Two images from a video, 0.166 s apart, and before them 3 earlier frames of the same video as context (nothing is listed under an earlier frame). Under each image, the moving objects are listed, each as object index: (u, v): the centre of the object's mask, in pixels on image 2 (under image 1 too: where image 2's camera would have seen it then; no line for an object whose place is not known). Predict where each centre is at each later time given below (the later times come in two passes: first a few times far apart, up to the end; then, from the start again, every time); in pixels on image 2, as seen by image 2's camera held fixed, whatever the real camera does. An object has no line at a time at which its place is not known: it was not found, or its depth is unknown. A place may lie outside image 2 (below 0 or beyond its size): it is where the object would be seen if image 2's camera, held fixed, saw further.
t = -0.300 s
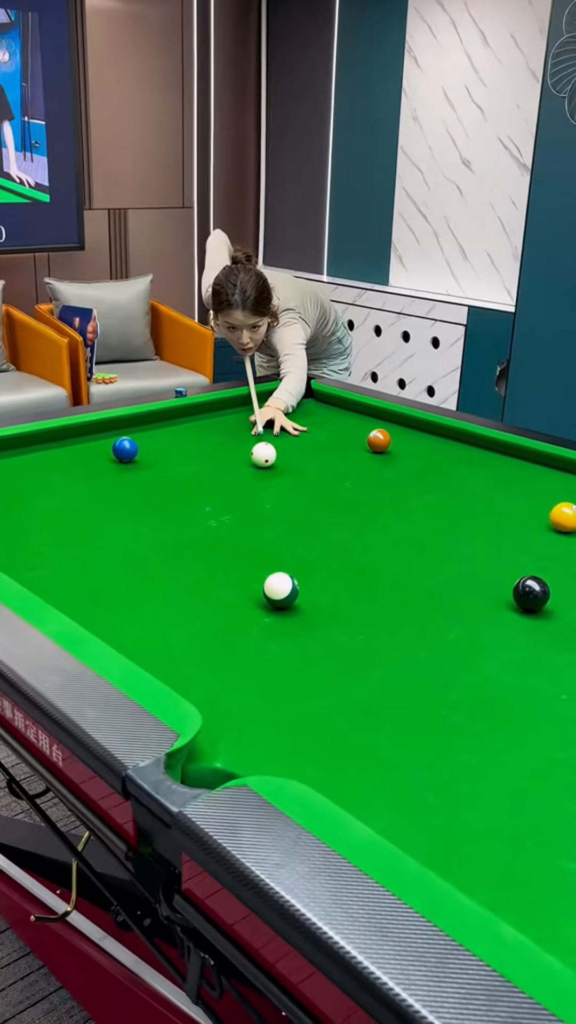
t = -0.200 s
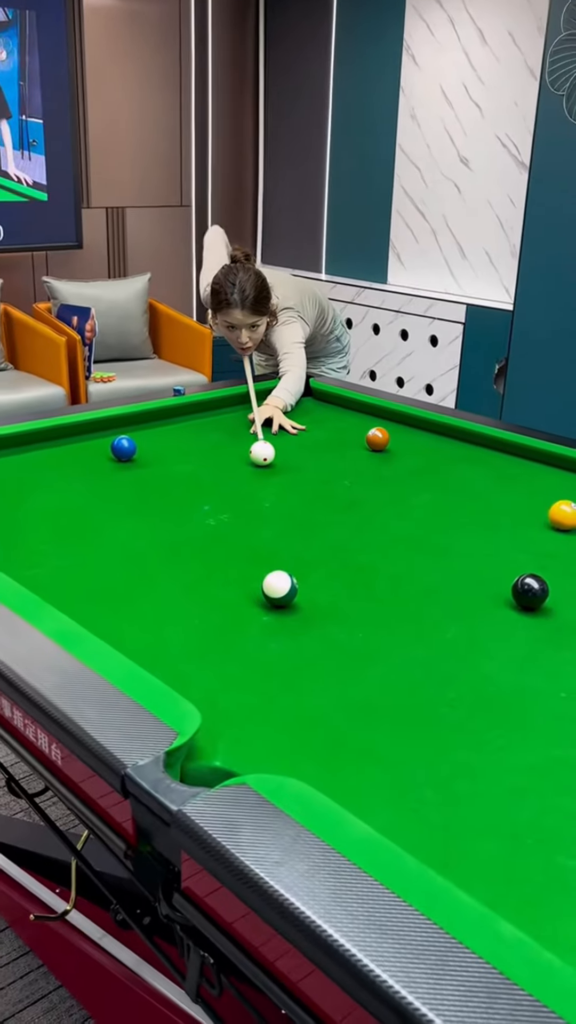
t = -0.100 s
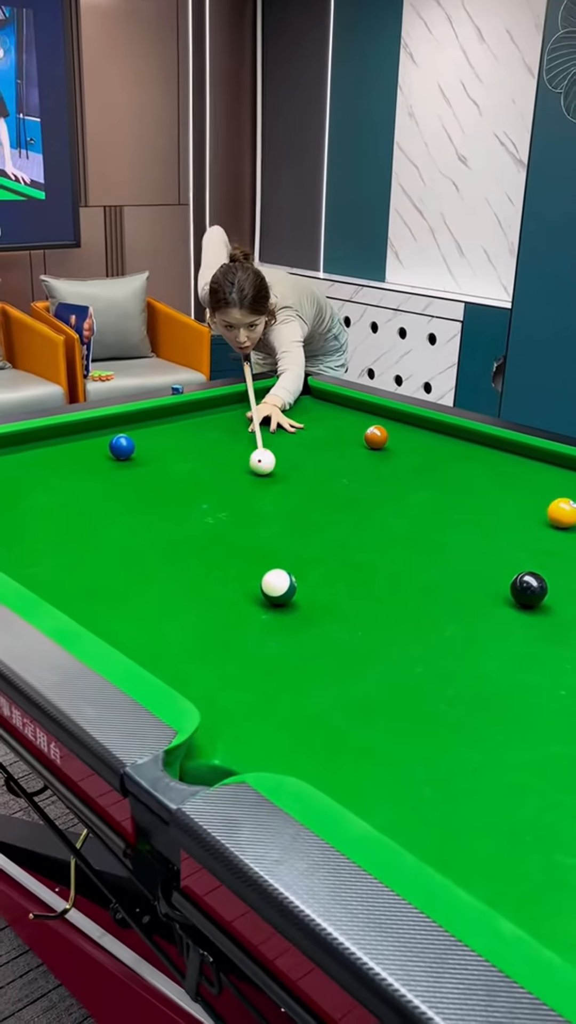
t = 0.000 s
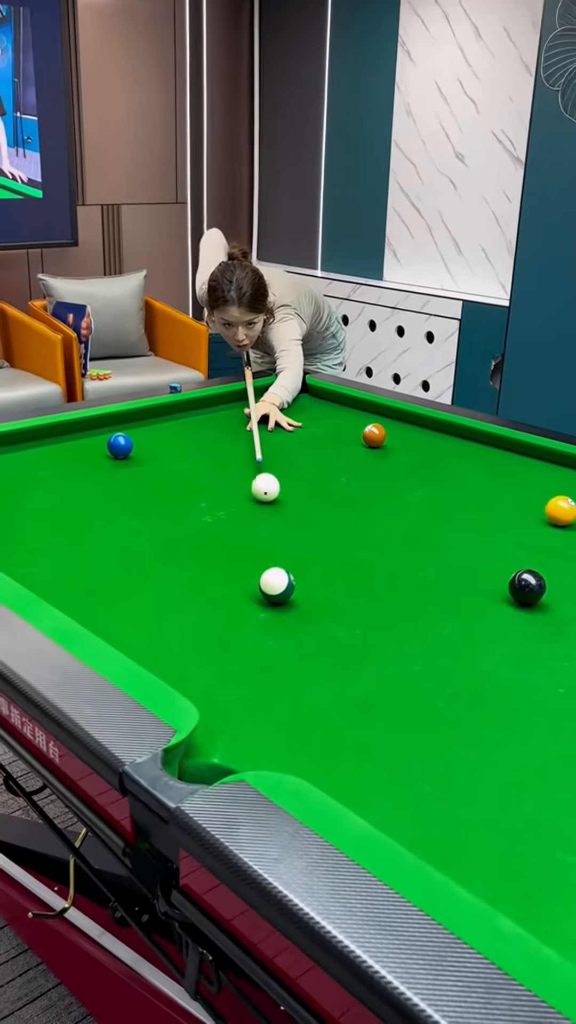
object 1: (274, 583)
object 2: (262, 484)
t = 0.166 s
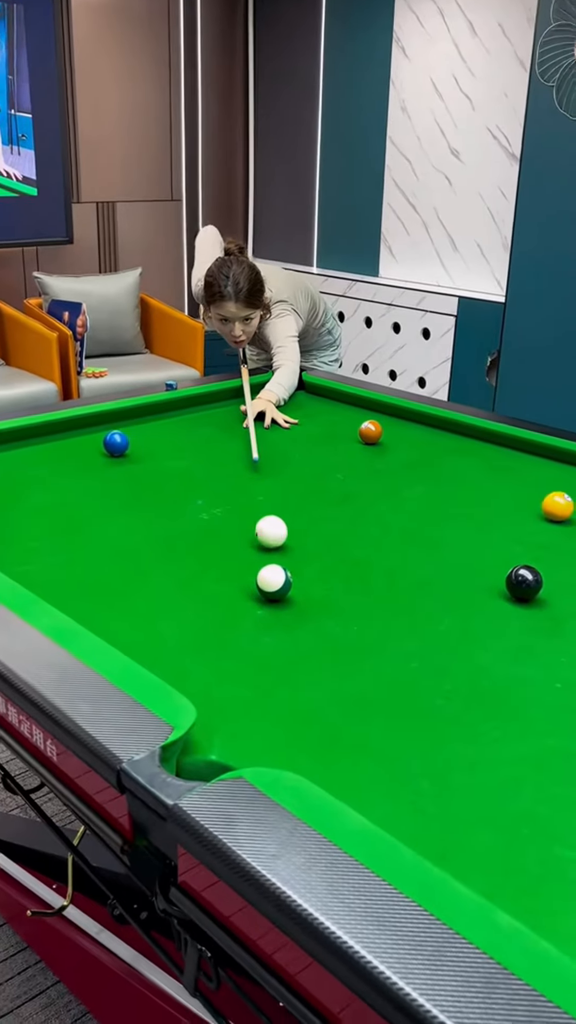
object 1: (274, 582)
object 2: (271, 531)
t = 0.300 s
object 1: (272, 587)
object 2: (282, 563)
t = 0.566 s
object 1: (251, 664)
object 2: (315, 586)
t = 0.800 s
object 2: (345, 606)
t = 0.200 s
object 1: (274, 583)
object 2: (273, 541)
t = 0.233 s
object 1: (274, 583)
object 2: (275, 550)
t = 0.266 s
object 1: (274, 583)
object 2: (277, 556)
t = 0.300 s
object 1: (272, 587)
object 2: (282, 563)
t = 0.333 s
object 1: (270, 597)
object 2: (285, 567)
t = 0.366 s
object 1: (267, 608)
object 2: (289, 570)
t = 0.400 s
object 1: (264, 618)
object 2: (293, 572)
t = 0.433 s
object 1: (261, 628)
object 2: (297, 574)
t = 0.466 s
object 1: (259, 636)
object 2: (302, 577)
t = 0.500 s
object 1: (257, 645)
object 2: (306, 580)
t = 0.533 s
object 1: (254, 655)
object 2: (310, 583)
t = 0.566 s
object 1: (251, 664)
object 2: (315, 586)
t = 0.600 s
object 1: (249, 673)
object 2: (319, 588)
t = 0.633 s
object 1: (245, 683)
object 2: (323, 591)
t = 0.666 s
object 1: (242, 696)
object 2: (327, 594)
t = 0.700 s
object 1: (239, 706)
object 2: (332, 597)
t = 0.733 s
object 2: (336, 600)
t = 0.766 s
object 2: (341, 603)
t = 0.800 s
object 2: (345, 606)
